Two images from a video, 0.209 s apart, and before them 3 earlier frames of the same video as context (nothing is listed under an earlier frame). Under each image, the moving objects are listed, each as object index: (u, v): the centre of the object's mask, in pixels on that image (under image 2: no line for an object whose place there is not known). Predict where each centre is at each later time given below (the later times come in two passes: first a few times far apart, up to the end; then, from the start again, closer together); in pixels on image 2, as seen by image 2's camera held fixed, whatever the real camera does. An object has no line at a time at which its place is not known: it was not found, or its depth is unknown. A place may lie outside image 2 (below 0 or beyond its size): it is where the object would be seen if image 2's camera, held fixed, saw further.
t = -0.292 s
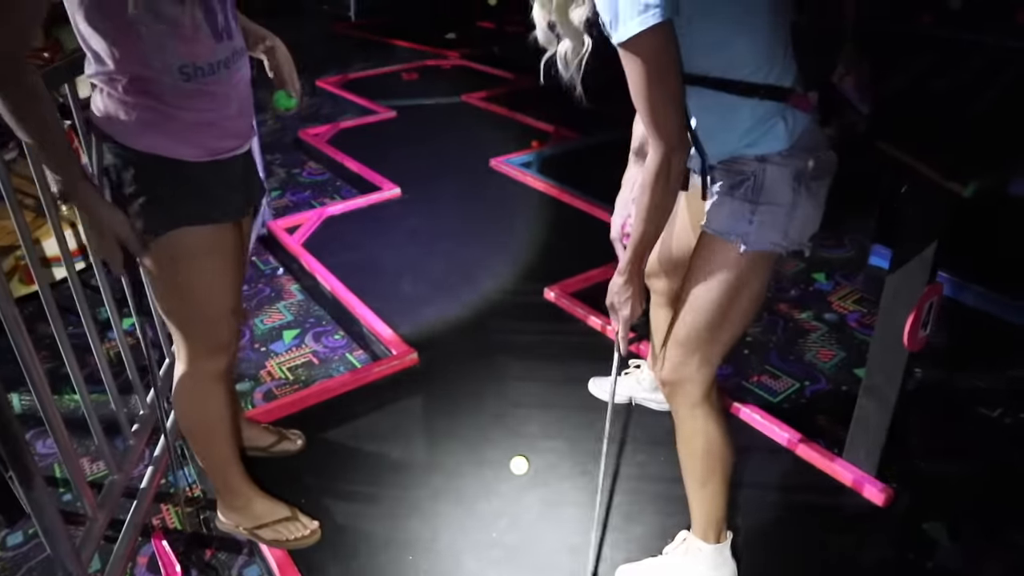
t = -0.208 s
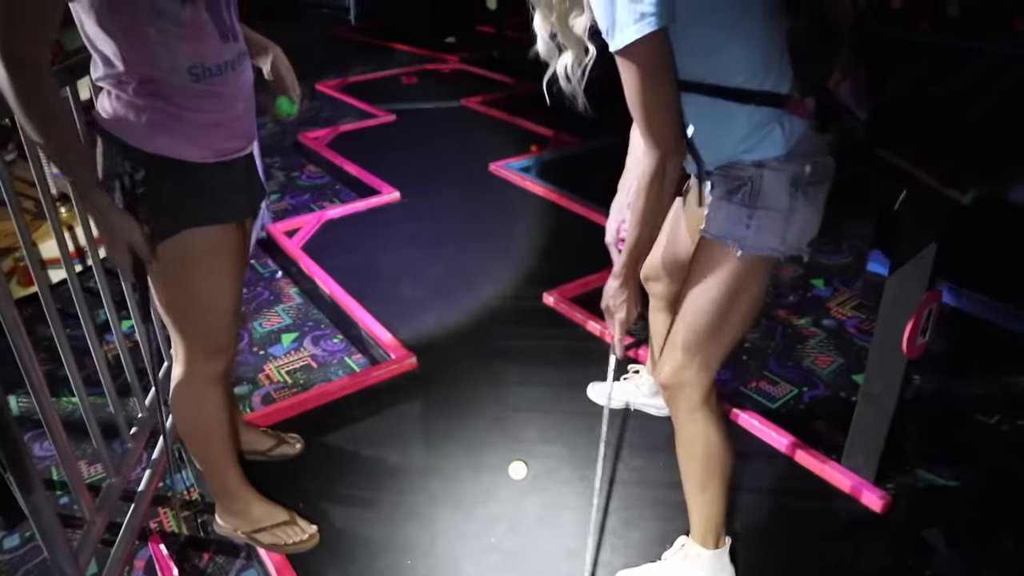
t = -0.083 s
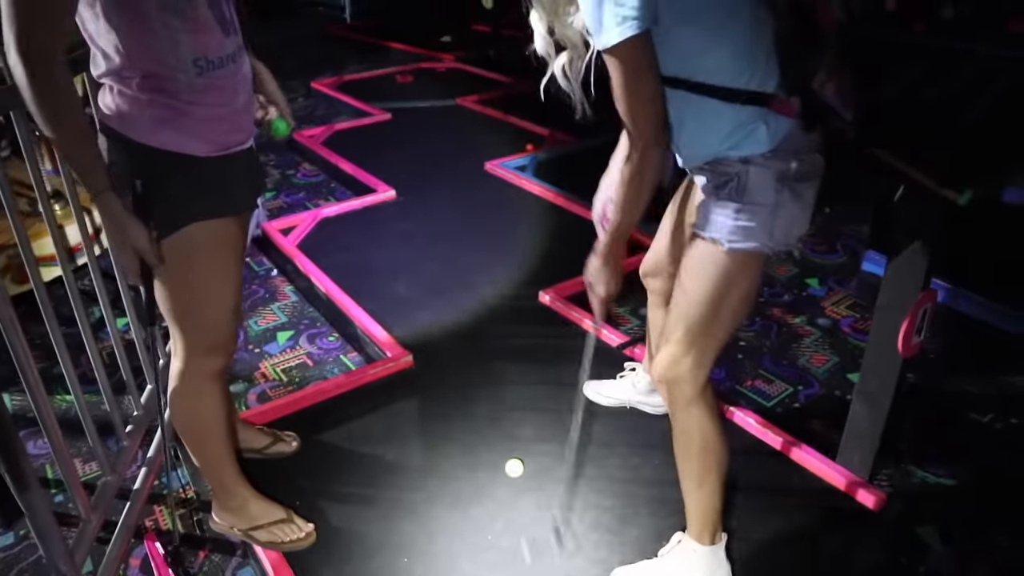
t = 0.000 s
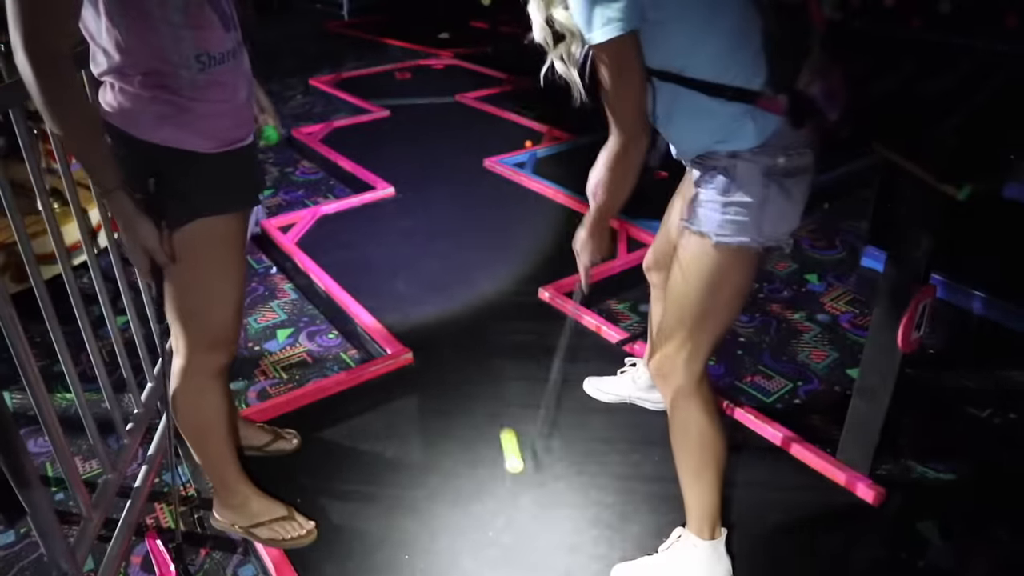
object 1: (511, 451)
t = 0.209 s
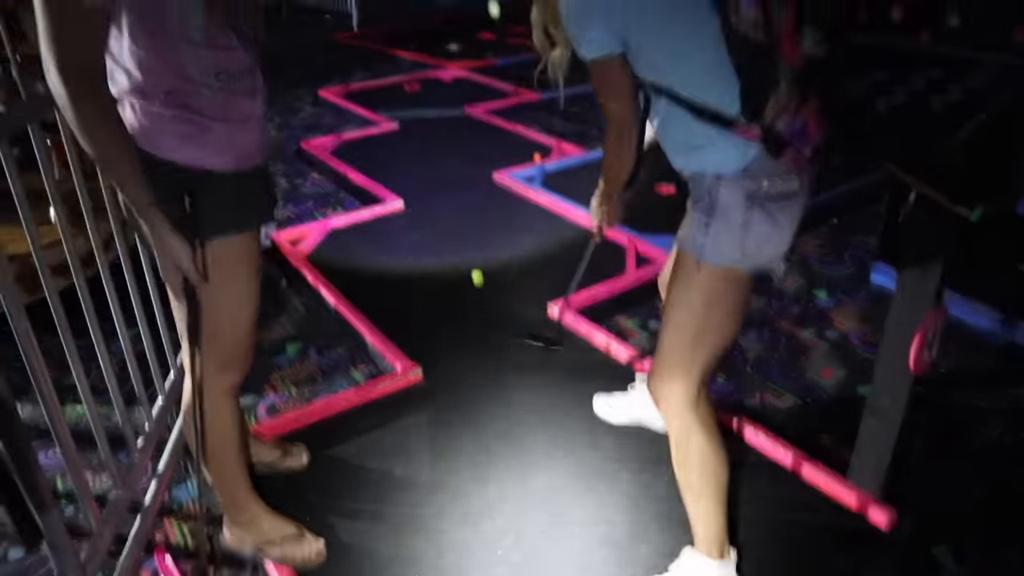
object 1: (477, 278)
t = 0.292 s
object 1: (468, 234)
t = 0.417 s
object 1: (459, 188)
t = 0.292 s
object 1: (468, 234)
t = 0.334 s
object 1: (465, 217)
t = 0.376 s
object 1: (462, 202)
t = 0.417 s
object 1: (459, 188)
